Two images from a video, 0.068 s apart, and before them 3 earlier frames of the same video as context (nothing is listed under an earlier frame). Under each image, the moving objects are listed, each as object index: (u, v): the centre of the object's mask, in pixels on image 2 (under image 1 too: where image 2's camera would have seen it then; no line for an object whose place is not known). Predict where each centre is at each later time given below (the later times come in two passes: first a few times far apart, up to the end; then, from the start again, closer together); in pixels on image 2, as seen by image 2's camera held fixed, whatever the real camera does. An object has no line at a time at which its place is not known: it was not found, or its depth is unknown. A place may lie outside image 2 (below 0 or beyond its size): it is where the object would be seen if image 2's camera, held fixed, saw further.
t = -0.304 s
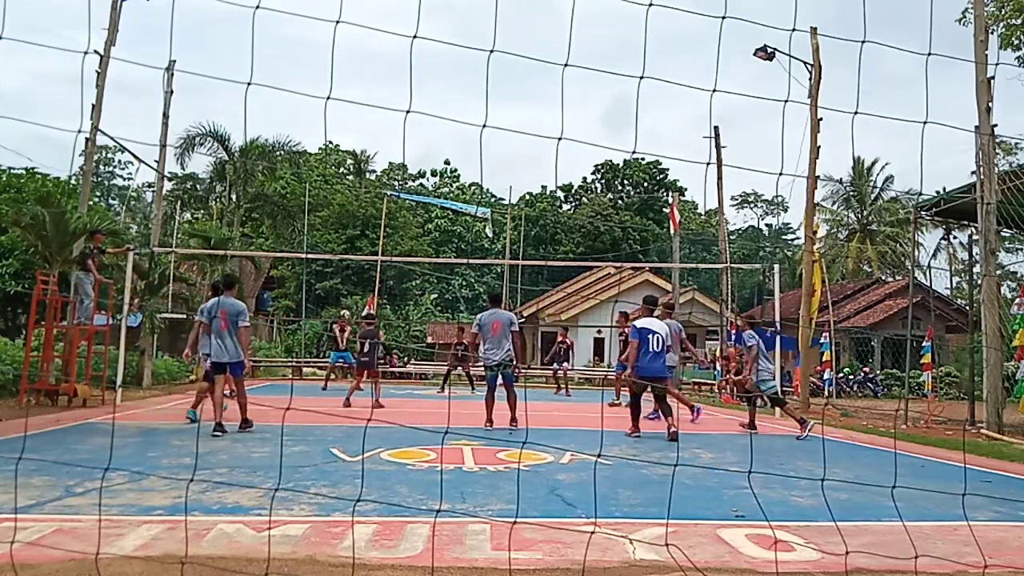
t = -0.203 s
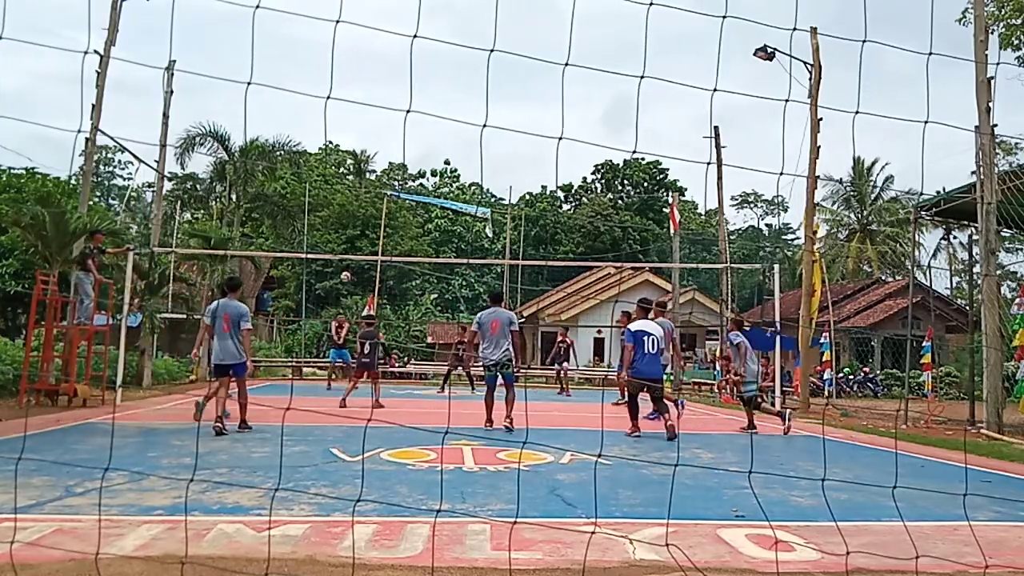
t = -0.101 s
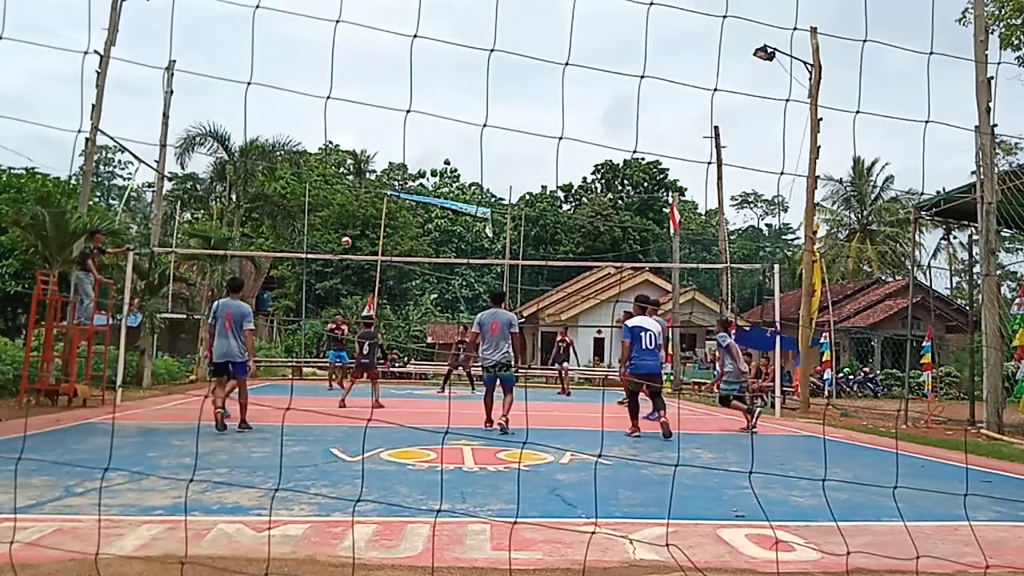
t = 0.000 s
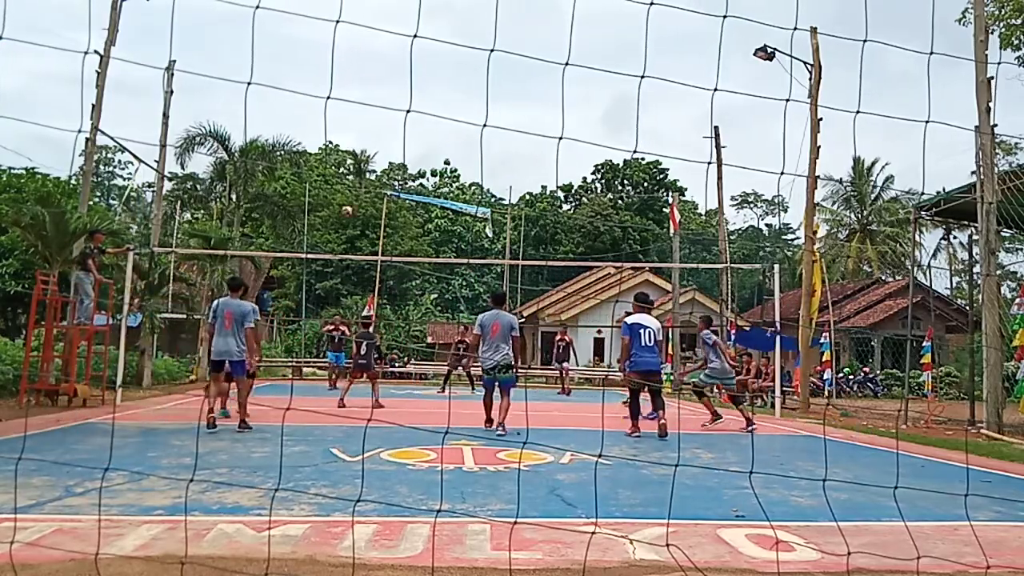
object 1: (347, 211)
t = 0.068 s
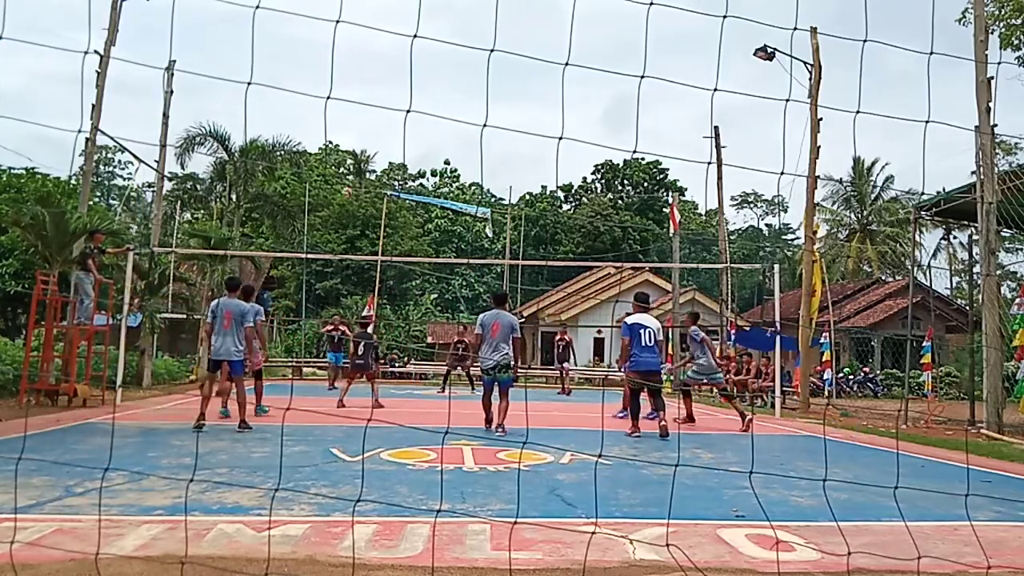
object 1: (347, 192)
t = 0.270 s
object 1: (347, 147)
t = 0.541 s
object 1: (346, 113)
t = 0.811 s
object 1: (344, 112)
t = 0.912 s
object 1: (343, 122)
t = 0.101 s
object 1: (347, 184)
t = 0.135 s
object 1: (347, 172)
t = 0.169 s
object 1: (347, 167)
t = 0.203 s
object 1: (348, 161)
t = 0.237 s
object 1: (349, 153)
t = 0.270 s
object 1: (347, 147)
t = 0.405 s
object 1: (347, 126)
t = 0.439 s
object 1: (346, 121)
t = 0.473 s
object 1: (347, 118)
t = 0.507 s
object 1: (347, 115)
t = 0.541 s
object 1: (346, 113)
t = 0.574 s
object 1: (346, 111)
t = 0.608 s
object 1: (346, 109)
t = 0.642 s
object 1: (346, 108)
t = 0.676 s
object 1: (345, 108)
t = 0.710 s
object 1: (345, 108)
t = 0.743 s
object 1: (345, 109)
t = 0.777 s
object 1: (345, 110)
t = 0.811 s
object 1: (344, 112)
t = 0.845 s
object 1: (344, 115)
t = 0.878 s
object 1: (343, 118)
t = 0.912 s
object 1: (343, 122)
